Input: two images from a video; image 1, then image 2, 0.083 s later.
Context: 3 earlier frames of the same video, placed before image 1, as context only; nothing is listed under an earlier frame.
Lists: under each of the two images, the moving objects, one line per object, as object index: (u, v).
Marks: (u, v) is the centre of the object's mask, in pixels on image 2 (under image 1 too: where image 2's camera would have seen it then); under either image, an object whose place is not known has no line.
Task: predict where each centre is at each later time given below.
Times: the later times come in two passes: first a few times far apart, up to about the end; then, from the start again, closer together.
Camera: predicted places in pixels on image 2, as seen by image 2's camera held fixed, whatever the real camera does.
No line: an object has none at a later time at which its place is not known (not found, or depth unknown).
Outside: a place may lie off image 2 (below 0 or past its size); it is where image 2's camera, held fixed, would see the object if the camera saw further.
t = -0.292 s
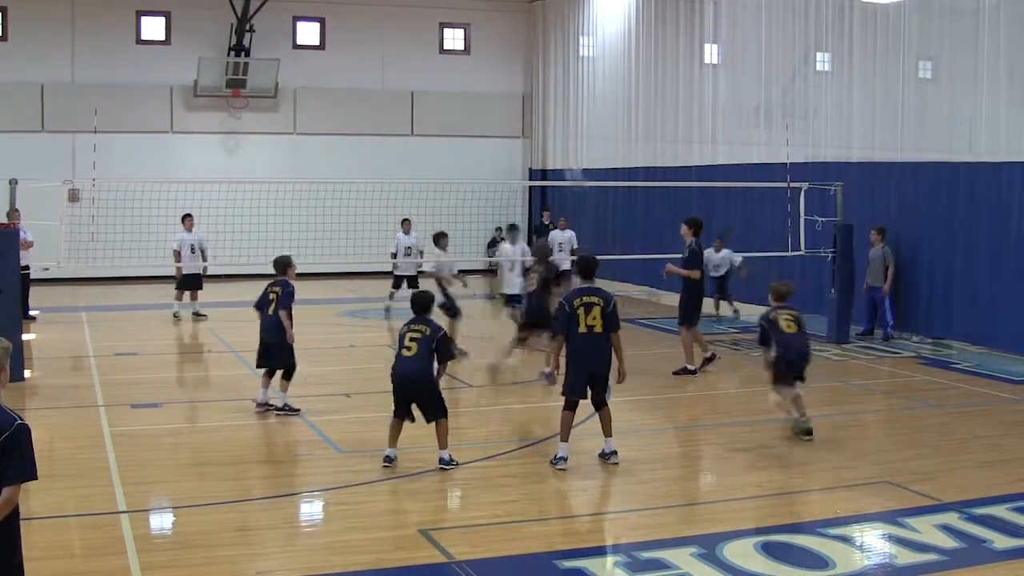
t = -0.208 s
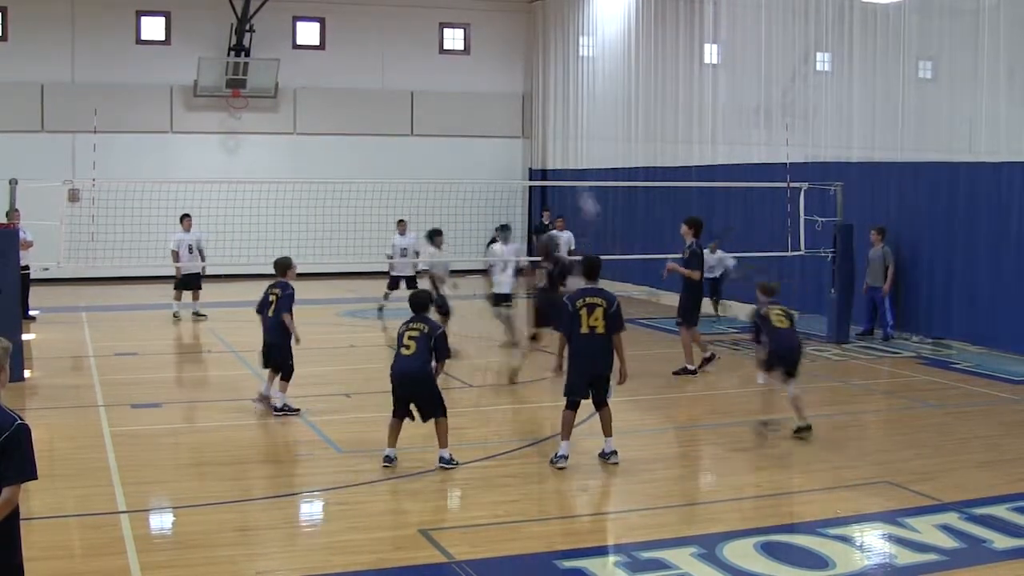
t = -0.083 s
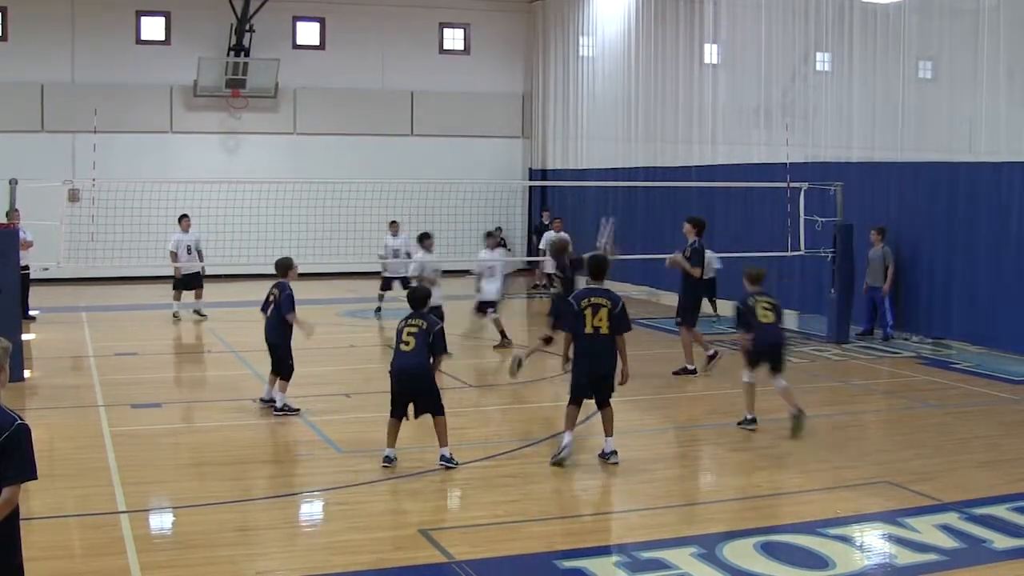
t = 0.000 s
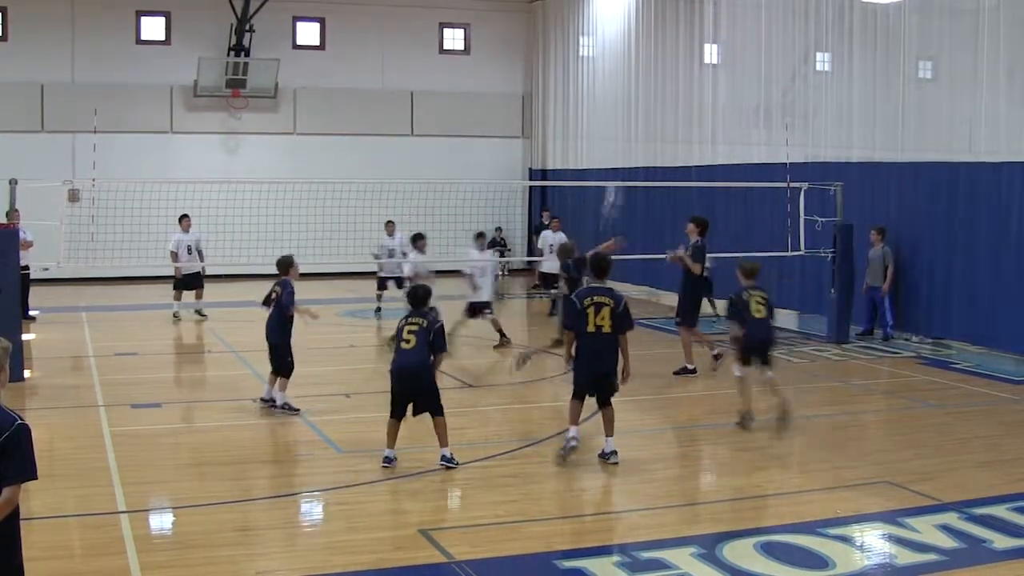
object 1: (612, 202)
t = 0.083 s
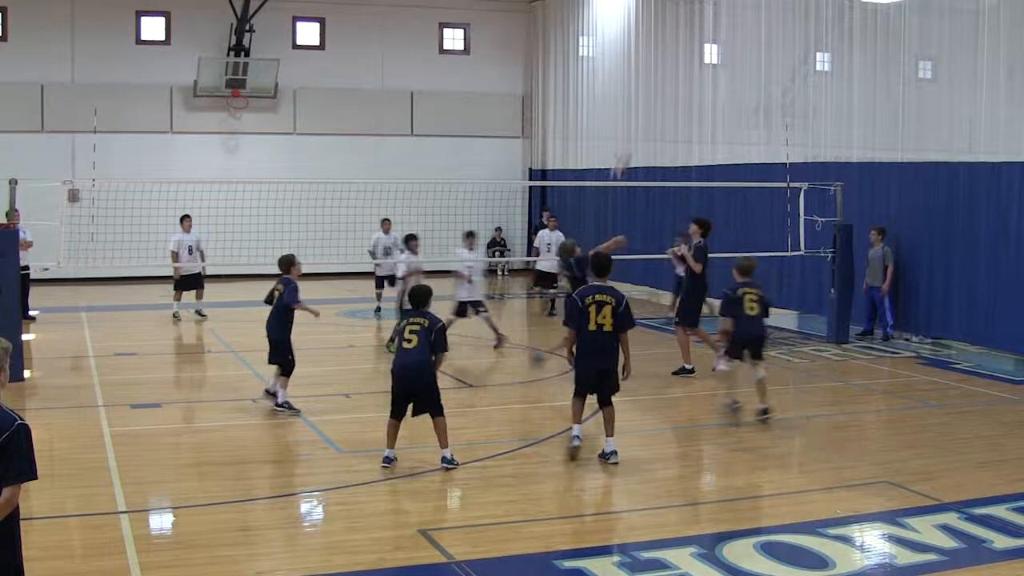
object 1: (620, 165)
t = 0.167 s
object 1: (629, 135)
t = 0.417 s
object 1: (648, 83)
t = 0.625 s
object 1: (662, 84)
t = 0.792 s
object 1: (677, 116)
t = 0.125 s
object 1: (624, 144)
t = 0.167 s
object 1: (629, 135)
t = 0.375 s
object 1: (645, 91)
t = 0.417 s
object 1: (648, 83)
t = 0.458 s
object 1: (650, 80)
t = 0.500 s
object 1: (654, 78)
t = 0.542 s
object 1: (656, 79)
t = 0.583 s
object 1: (660, 80)
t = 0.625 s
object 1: (662, 84)
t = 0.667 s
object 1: (665, 89)
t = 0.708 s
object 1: (670, 95)
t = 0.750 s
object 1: (673, 104)
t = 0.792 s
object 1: (677, 116)
